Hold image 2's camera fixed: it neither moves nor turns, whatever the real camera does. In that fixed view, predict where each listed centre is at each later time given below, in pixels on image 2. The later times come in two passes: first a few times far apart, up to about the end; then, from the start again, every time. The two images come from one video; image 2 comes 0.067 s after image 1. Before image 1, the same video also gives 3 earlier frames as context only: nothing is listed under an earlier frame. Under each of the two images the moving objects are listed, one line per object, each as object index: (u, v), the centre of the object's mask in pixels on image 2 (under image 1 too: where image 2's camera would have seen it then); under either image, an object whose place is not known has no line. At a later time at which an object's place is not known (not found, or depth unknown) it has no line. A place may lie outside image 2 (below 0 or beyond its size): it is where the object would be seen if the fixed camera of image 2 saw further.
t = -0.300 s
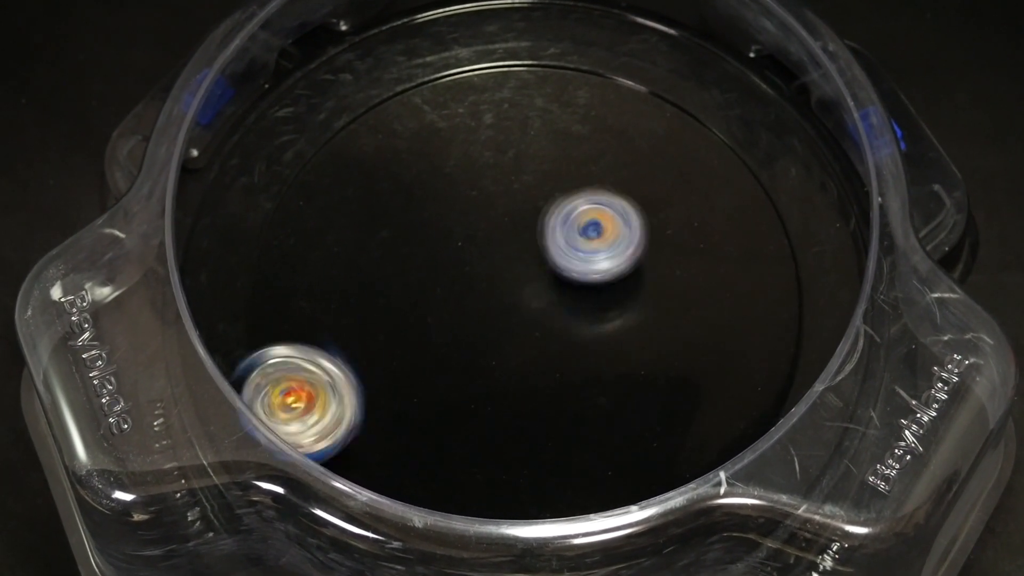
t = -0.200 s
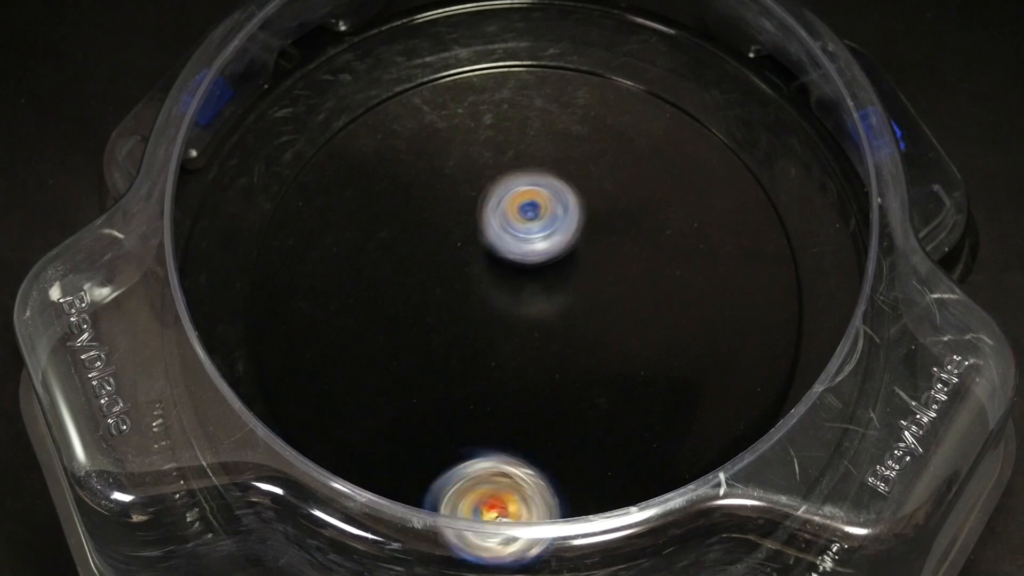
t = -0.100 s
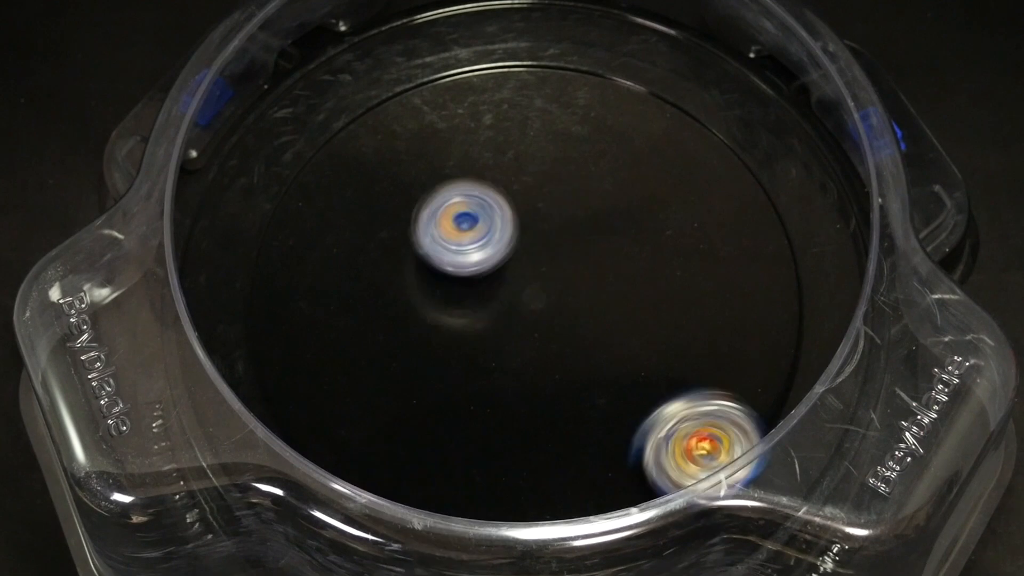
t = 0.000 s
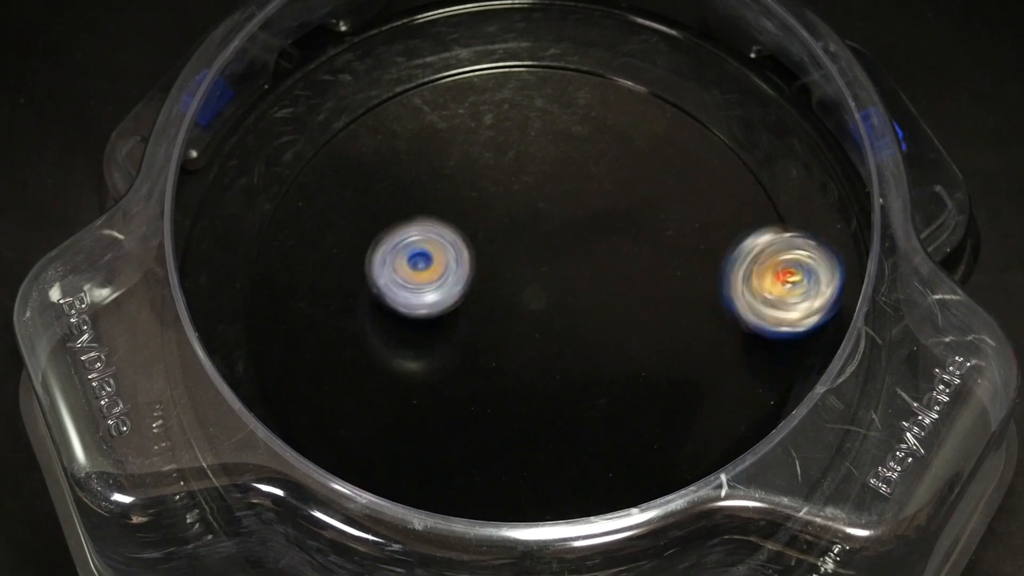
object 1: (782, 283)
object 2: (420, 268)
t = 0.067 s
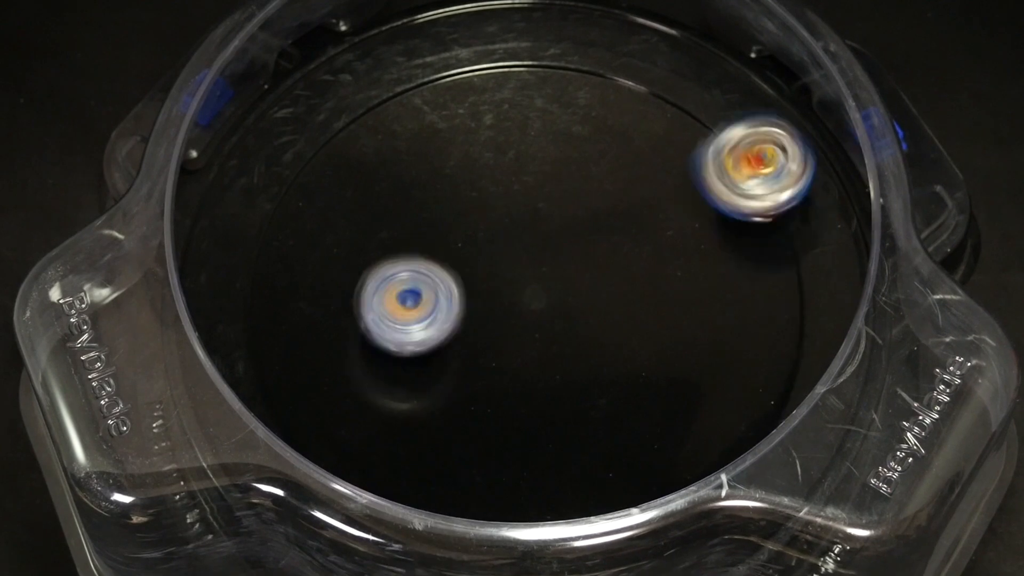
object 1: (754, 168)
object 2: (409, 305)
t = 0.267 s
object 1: (417, 72)
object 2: (479, 412)
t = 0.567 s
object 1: (436, 492)
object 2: (654, 277)
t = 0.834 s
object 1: (786, 287)
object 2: (527, 135)
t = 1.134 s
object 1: (442, 61)
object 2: (363, 247)
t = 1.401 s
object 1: (310, 396)
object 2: (529, 390)
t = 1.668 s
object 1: (694, 449)
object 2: (708, 281)
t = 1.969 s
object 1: (726, 107)
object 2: (536, 120)
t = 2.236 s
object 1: (637, 106)
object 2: (264, 272)
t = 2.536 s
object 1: (461, 351)
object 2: (447, 495)
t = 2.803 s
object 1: (573, 272)
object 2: (586, 477)
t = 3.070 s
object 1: (542, 180)
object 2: (633, 303)
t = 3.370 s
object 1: (451, 125)
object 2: (521, 247)
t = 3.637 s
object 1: (454, 161)
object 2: (498, 341)
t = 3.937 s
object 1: (623, 105)
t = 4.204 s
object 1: (627, 187)
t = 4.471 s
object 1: (604, 323)
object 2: (389, 231)
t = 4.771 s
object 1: (556, 304)
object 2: (437, 145)
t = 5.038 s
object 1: (472, 272)
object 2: (703, 241)
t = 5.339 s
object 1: (511, 273)
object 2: (644, 328)
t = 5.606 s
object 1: (554, 242)
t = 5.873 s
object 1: (553, 256)
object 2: (466, 301)
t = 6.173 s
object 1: (561, 302)
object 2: (479, 269)
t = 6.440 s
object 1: (550, 296)
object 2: (477, 275)
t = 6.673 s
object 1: (550, 296)
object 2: (477, 275)
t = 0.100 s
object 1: (715, 122)
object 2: (409, 327)
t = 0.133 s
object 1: (661, 88)
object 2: (412, 347)
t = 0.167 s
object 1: (604, 61)
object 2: (421, 368)
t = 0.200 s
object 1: (544, 48)
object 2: (436, 386)
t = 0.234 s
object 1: (477, 53)
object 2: (454, 400)
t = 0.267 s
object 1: (417, 72)
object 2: (479, 412)
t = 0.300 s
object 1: (362, 103)
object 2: (504, 415)
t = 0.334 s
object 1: (314, 144)
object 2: (533, 415)
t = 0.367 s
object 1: (282, 195)
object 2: (561, 407)
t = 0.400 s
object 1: (268, 254)
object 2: (587, 395)
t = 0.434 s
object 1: (269, 315)
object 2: (610, 377)
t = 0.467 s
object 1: (288, 372)
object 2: (629, 356)
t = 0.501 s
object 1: (325, 419)
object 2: (643, 330)
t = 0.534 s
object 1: (380, 455)
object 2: (652, 305)
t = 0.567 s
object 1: (436, 492)
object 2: (654, 277)
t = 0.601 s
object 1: (497, 511)
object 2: (652, 251)
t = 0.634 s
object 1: (558, 502)
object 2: (644, 226)
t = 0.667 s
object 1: (617, 477)
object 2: (632, 204)
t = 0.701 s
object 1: (671, 454)
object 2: (616, 184)
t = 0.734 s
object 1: (720, 423)
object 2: (597, 167)
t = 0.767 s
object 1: (761, 386)
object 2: (575, 153)
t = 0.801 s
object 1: (781, 338)
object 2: (552, 143)
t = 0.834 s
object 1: (786, 287)
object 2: (527, 135)
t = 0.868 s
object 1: (782, 235)
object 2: (501, 132)
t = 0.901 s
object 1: (767, 186)
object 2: (475, 132)
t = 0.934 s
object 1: (743, 140)
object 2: (449, 137)
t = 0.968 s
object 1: (706, 105)
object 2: (426, 145)
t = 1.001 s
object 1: (659, 81)
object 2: (404, 159)
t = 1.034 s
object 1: (605, 65)
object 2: (387, 176)
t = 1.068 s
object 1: (552, 55)
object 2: (374, 197)
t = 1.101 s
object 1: (496, 52)
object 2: (366, 221)
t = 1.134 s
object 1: (442, 61)
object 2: (363, 247)
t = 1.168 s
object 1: (395, 87)
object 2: (367, 274)
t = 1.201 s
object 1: (352, 121)
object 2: (376, 301)
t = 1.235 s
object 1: (314, 158)
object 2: (392, 326)
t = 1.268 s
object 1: (283, 200)
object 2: (413, 348)
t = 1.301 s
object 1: (264, 246)
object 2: (439, 367)
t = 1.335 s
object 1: (266, 296)
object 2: (467, 380)
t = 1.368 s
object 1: (283, 349)
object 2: (499, 388)
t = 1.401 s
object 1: (310, 396)
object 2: (529, 390)
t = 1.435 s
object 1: (347, 433)
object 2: (561, 387)
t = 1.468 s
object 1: (386, 473)
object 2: (590, 381)
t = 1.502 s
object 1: (433, 502)
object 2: (618, 371)
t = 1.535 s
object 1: (484, 518)
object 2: (643, 358)
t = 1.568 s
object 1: (538, 513)
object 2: (665, 341)
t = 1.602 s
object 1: (595, 496)
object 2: (684, 323)
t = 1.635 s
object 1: (643, 468)
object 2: (698, 302)
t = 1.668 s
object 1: (694, 449)
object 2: (708, 281)
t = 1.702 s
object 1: (729, 414)
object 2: (713, 258)
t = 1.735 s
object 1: (763, 380)
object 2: (713, 236)
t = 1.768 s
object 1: (786, 339)
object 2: (707, 212)
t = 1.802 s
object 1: (789, 294)
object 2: (697, 192)
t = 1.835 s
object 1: (779, 249)
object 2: (681, 174)
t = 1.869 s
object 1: (765, 206)
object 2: (661, 157)
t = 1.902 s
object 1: (745, 164)
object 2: (637, 145)
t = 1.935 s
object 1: (726, 129)
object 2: (605, 137)
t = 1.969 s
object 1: (726, 107)
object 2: (536, 120)
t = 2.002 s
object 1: (722, 90)
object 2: (470, 105)
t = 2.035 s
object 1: (717, 78)
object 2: (405, 93)
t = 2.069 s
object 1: (711, 71)
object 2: (354, 94)
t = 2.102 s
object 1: (701, 69)
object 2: (324, 123)
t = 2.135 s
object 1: (690, 70)
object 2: (299, 160)
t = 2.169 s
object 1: (676, 76)
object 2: (282, 198)
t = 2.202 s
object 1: (658, 87)
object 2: (270, 235)
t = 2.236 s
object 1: (637, 106)
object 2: (264, 272)
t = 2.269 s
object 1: (614, 128)
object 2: (267, 308)
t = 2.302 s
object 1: (587, 155)
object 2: (276, 343)
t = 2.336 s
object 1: (560, 187)
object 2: (293, 373)
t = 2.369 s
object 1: (535, 220)
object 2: (316, 398)
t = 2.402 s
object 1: (510, 253)
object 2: (344, 419)
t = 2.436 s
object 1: (488, 287)
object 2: (374, 435)
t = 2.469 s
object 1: (468, 320)
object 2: (408, 446)
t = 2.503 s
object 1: (453, 351)
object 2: (442, 454)
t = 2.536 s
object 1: (461, 351)
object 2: (447, 495)
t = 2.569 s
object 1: (475, 343)
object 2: (454, 529)
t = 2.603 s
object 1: (491, 335)
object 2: (466, 542)
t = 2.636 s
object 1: (508, 323)
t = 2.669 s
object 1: (524, 312)
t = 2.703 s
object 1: (539, 301)
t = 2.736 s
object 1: (552, 291)
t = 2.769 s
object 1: (564, 281)
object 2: (567, 490)
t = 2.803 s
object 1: (573, 272)
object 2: (586, 477)
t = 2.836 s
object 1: (579, 265)
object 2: (603, 455)
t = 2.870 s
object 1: (583, 259)
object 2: (616, 424)
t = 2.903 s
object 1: (583, 255)
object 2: (627, 392)
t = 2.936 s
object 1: (579, 254)
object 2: (634, 359)
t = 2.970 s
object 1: (573, 248)
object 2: (638, 331)
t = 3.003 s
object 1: (562, 224)
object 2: (640, 323)
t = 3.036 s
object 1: (552, 200)
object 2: (640, 314)
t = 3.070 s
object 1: (542, 180)
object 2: (633, 303)
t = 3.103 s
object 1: (531, 162)
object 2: (625, 294)
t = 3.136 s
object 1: (520, 148)
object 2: (614, 283)
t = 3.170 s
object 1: (508, 138)
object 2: (600, 271)
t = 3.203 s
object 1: (496, 132)
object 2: (585, 259)
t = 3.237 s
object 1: (487, 131)
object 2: (570, 248)
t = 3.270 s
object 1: (478, 132)
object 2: (555, 237)
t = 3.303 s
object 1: (471, 136)
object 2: (541, 226)
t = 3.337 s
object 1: (461, 136)
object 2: (527, 225)
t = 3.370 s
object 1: (451, 125)
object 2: (521, 247)
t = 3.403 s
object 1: (443, 115)
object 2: (513, 266)
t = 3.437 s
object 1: (436, 110)
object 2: (506, 287)
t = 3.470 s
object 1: (432, 109)
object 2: (501, 304)
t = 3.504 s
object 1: (430, 113)
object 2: (497, 318)
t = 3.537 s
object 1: (434, 120)
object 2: (495, 329)
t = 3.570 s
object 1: (438, 131)
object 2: (494, 337)
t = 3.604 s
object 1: (445, 145)
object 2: (495, 342)
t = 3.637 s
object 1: (454, 161)
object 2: (498, 341)
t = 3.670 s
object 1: (467, 179)
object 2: (503, 338)
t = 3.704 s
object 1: (481, 199)
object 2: (509, 330)
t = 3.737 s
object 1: (498, 219)
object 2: (516, 320)
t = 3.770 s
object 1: (519, 198)
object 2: (514, 369)
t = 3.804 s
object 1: (548, 171)
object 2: (511, 418)
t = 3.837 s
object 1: (569, 148)
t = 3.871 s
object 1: (592, 129)
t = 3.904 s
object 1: (610, 114)
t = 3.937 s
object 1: (623, 105)
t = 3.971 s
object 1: (635, 99)
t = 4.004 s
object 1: (641, 100)
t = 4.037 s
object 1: (648, 104)
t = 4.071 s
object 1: (648, 114)
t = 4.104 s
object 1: (646, 127)
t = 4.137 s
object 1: (643, 145)
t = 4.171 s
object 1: (635, 165)
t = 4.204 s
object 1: (627, 187)
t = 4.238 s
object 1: (615, 212)
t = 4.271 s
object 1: (601, 236)
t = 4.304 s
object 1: (588, 260)
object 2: (511, 404)
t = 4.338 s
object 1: (572, 284)
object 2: (512, 371)
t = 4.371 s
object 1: (587, 297)
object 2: (480, 343)
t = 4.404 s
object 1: (594, 314)
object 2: (445, 311)
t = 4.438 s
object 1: (599, 318)
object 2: (418, 269)
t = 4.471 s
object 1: (604, 323)
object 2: (389, 231)
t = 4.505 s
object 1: (608, 329)
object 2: (368, 209)
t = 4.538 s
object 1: (608, 332)
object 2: (353, 178)
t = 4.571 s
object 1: (606, 337)
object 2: (343, 152)
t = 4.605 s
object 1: (600, 341)
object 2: (347, 132)
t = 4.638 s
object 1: (593, 335)
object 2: (359, 127)
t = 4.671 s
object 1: (584, 326)
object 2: (372, 122)
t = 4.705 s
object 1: (572, 323)
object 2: (389, 126)
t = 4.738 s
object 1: (562, 315)
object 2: (411, 132)
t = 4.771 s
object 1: (556, 304)
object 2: (437, 145)
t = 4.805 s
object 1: (544, 290)
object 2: (464, 160)
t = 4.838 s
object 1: (537, 282)
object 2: (495, 177)
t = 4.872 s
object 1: (527, 279)
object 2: (530, 189)
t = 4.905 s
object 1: (513, 272)
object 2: (571, 204)
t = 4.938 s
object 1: (499, 265)
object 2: (608, 218)
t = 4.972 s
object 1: (489, 264)
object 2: (645, 224)
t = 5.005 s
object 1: (478, 267)
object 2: (677, 233)
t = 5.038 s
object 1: (472, 272)
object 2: (703, 241)
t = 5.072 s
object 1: (466, 272)
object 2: (721, 251)
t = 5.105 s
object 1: (465, 266)
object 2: (730, 262)
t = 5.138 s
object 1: (464, 266)
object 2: (734, 274)
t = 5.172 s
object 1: (463, 271)
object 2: (733, 284)
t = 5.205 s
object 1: (468, 272)
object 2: (723, 293)
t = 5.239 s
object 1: (482, 272)
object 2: (712, 304)
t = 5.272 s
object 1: (490, 271)
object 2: (693, 312)
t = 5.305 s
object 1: (500, 270)
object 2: (671, 322)
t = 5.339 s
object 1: (511, 273)
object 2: (644, 328)
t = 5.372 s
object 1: (520, 277)
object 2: (617, 331)
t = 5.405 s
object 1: (528, 276)
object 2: (592, 331)
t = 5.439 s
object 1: (534, 271)
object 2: (579, 339)
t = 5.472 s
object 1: (537, 266)
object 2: (558, 343)
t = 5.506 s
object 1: (542, 261)
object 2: (540, 351)
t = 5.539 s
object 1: (546, 252)
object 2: (520, 358)
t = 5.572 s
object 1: (549, 248)
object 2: (500, 361)
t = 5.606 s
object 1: (554, 242)
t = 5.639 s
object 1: (557, 240)
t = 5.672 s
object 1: (561, 240)
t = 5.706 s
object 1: (560, 240)
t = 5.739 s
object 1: (557, 242)
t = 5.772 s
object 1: (554, 245)
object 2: (448, 321)
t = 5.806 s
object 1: (552, 246)
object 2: (453, 314)
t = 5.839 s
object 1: (551, 251)
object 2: (460, 307)
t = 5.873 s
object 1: (553, 256)
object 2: (466, 301)
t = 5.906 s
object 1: (557, 262)
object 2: (468, 296)
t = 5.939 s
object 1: (564, 270)
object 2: (466, 289)
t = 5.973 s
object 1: (568, 277)
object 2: (466, 284)
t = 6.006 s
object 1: (570, 284)
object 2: (467, 279)
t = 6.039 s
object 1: (569, 290)
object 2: (469, 276)
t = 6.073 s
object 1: (567, 294)
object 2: (472, 275)
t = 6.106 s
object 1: (566, 299)
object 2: (475, 273)
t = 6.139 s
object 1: (564, 301)
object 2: (478, 271)
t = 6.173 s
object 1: (561, 302)
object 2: (479, 269)
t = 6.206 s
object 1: (559, 304)
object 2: (477, 268)
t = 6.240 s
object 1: (556, 303)
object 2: (478, 268)
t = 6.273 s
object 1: (553, 301)
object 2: (478, 270)
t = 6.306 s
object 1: (552, 298)
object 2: (477, 272)
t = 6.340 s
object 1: (550, 296)
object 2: (477, 275)
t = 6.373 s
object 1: (550, 296)
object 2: (477, 275)
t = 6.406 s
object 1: (550, 296)
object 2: (477, 275)
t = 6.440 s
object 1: (550, 296)
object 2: (477, 275)
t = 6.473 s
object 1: (550, 296)
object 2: (477, 275)
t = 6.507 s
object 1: (550, 296)
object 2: (477, 275)
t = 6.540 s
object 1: (550, 296)
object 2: (477, 275)
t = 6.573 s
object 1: (550, 296)
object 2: (477, 275)
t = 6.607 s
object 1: (550, 296)
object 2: (477, 275)
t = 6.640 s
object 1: (550, 296)
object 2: (477, 275)
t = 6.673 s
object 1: (550, 296)
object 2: (477, 275)
